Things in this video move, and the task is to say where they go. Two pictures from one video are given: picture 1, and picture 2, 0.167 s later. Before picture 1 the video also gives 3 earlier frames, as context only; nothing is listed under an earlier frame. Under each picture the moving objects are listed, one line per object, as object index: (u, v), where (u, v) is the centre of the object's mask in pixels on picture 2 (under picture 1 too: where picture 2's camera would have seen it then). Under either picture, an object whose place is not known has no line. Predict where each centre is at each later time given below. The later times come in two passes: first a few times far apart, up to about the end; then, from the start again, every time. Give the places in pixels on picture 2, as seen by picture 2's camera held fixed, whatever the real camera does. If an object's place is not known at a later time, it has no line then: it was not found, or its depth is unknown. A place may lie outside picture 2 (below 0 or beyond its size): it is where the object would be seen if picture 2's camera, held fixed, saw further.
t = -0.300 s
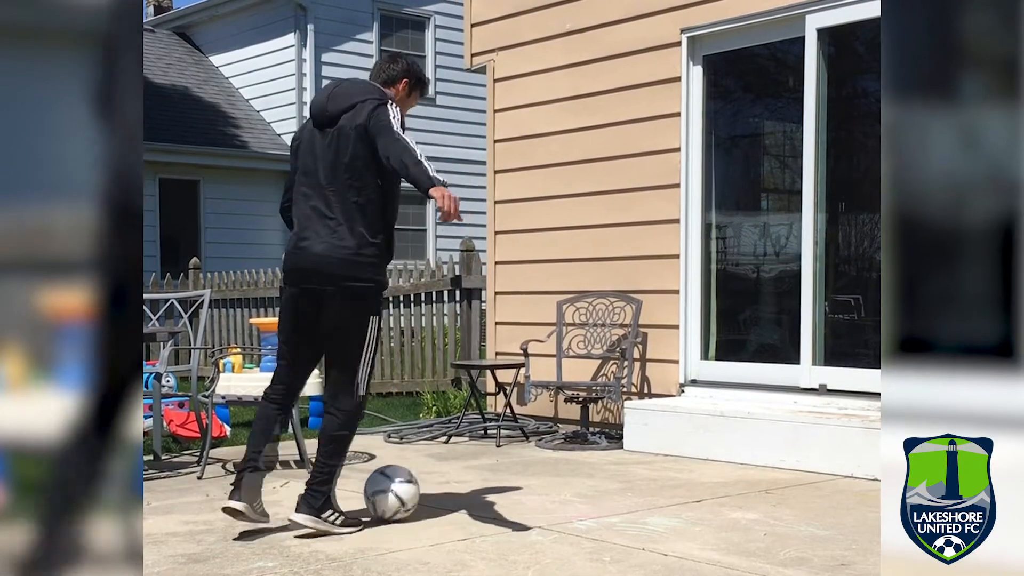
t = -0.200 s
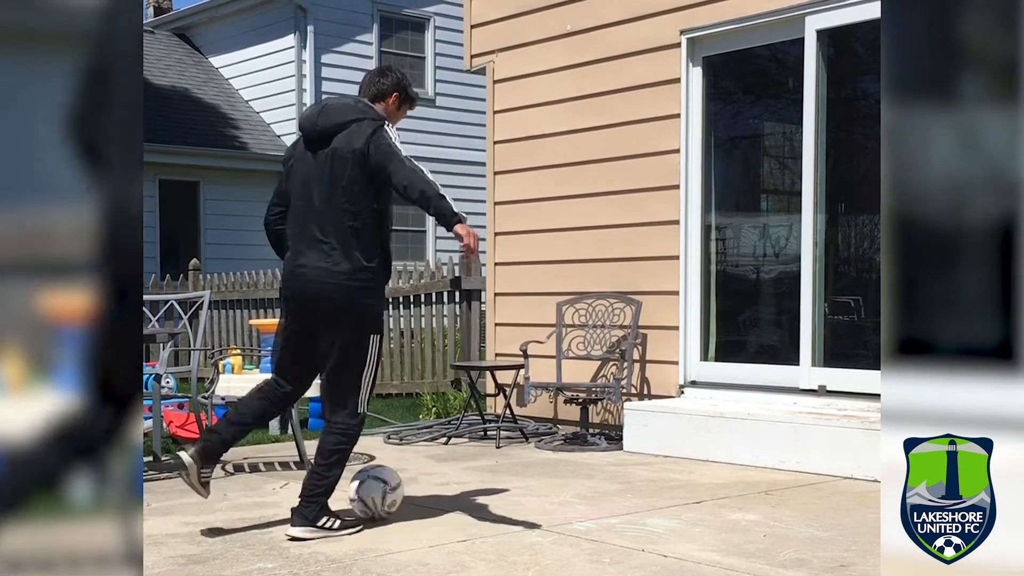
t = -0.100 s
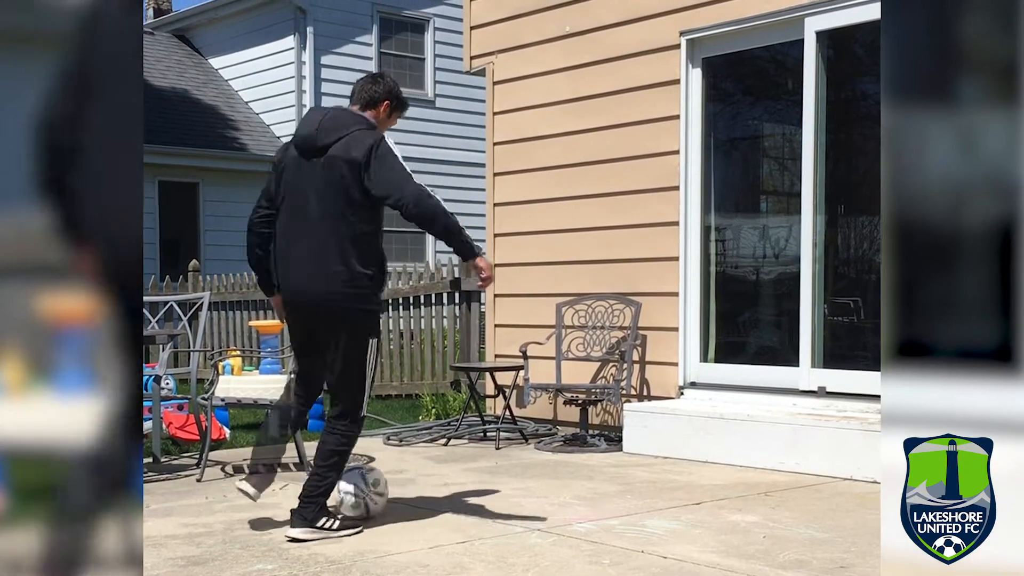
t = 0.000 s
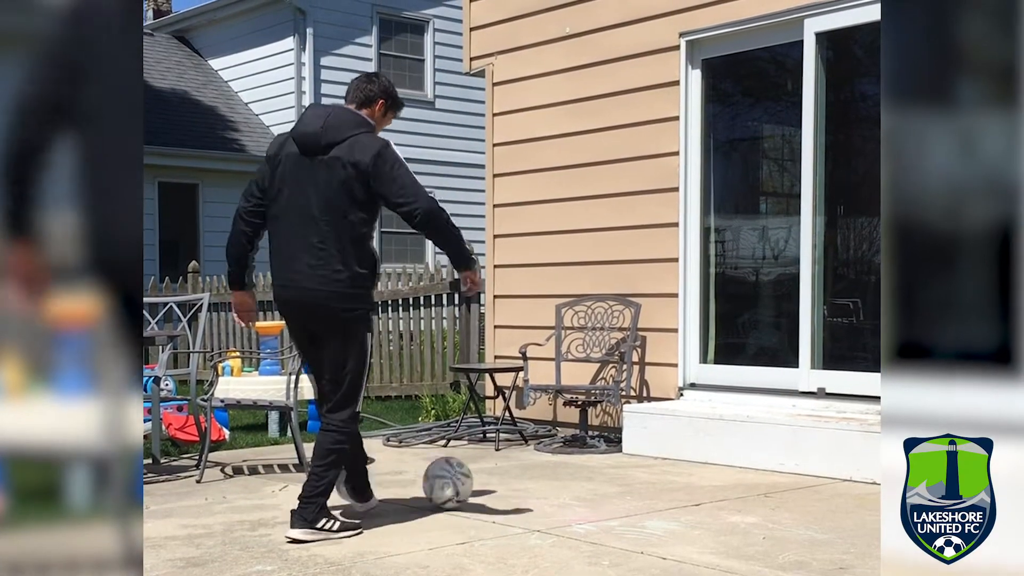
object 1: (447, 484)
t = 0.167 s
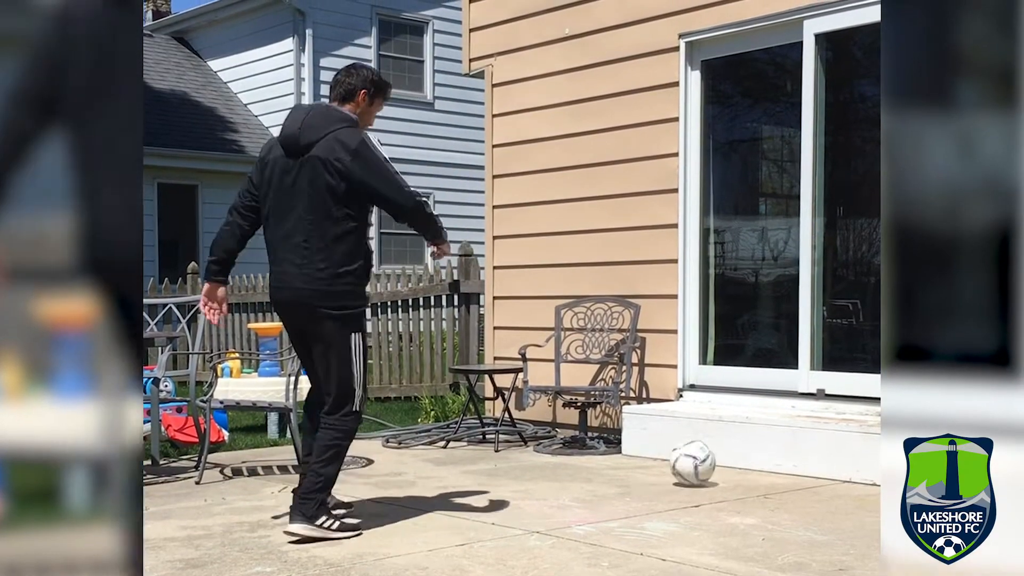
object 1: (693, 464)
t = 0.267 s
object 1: (772, 455)
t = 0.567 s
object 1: (605, 487)
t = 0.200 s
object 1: (733, 461)
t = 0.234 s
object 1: (770, 457)
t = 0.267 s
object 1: (772, 455)
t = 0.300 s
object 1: (754, 457)
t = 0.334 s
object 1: (735, 461)
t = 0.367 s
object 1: (716, 468)
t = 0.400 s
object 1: (697, 469)
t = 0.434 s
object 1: (679, 471)
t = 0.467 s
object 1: (660, 476)
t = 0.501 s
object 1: (641, 480)
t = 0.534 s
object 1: (623, 482)
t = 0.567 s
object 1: (605, 487)
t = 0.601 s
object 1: (589, 491)
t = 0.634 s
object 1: (573, 491)
